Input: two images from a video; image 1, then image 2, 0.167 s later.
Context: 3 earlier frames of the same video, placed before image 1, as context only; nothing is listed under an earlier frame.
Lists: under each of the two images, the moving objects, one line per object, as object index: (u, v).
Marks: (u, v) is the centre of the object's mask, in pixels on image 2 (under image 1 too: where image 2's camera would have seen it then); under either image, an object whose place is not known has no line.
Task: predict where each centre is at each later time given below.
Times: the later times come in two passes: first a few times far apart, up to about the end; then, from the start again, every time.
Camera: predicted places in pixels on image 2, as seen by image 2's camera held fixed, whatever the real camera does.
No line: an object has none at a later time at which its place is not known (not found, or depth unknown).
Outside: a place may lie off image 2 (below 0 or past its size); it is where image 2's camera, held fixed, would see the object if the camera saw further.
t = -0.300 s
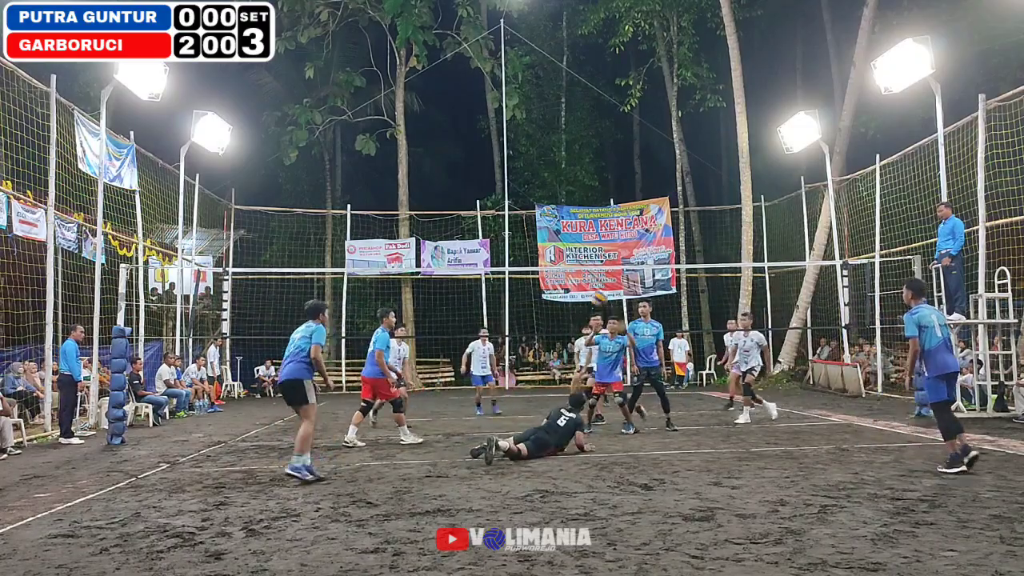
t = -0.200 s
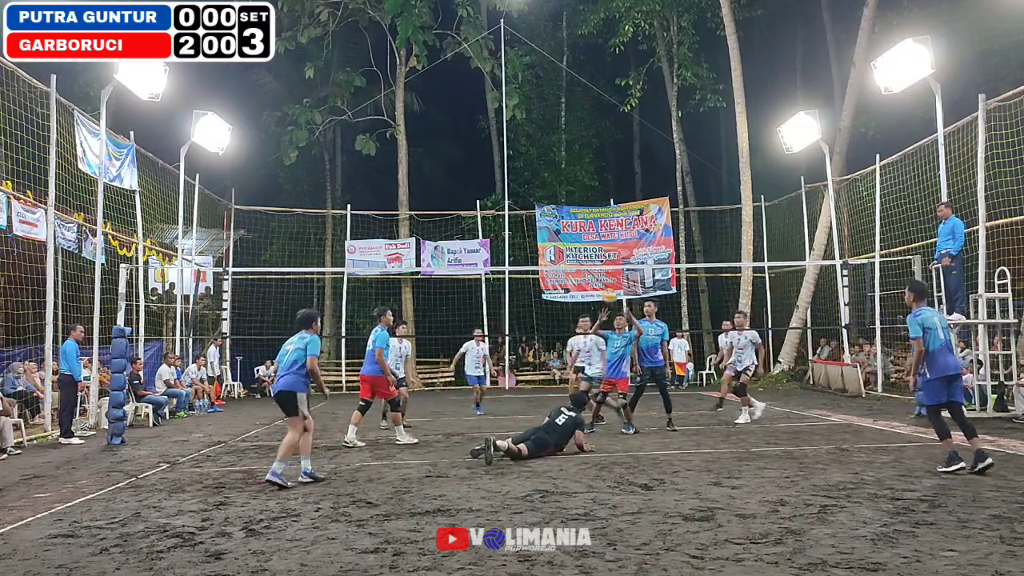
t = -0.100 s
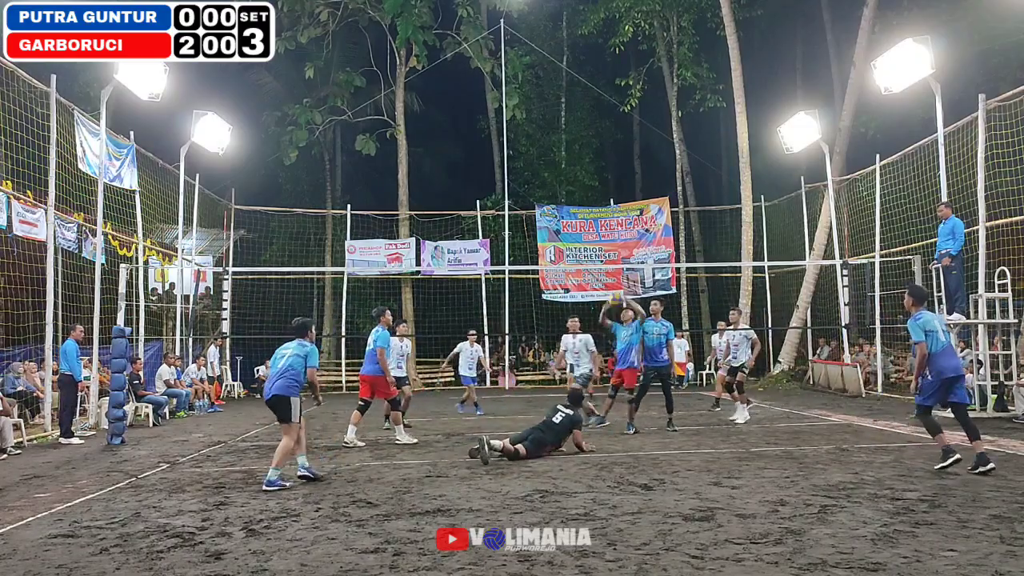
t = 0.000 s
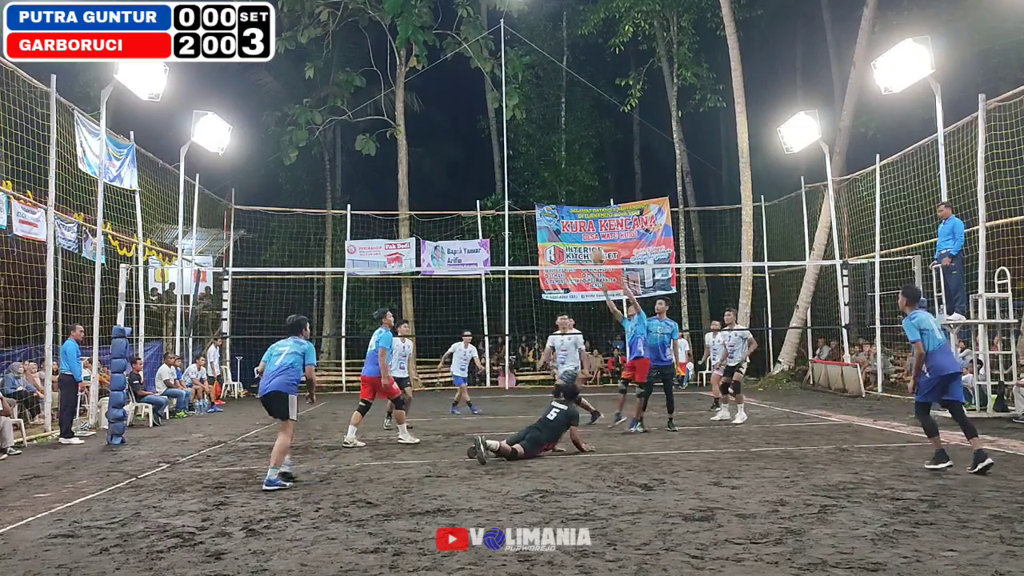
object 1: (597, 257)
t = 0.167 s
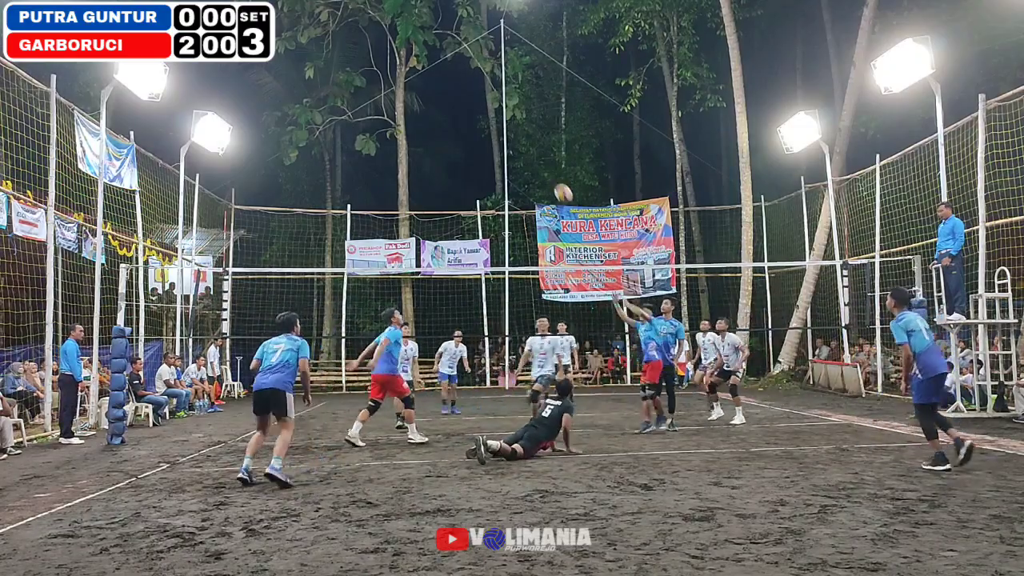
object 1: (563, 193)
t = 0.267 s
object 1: (543, 165)
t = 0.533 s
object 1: (494, 127)
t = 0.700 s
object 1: (465, 129)
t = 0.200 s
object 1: (556, 183)
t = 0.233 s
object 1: (550, 174)
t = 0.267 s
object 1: (543, 165)
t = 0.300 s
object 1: (537, 158)
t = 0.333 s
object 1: (531, 151)
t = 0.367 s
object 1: (524, 145)
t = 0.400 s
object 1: (519, 140)
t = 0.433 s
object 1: (513, 135)
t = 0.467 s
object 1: (506, 132)
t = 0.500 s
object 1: (500, 129)
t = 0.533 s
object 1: (494, 127)
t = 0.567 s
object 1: (488, 126)
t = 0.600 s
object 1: (483, 126)
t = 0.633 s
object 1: (476, 126)
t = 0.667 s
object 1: (471, 127)
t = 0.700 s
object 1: (465, 129)
